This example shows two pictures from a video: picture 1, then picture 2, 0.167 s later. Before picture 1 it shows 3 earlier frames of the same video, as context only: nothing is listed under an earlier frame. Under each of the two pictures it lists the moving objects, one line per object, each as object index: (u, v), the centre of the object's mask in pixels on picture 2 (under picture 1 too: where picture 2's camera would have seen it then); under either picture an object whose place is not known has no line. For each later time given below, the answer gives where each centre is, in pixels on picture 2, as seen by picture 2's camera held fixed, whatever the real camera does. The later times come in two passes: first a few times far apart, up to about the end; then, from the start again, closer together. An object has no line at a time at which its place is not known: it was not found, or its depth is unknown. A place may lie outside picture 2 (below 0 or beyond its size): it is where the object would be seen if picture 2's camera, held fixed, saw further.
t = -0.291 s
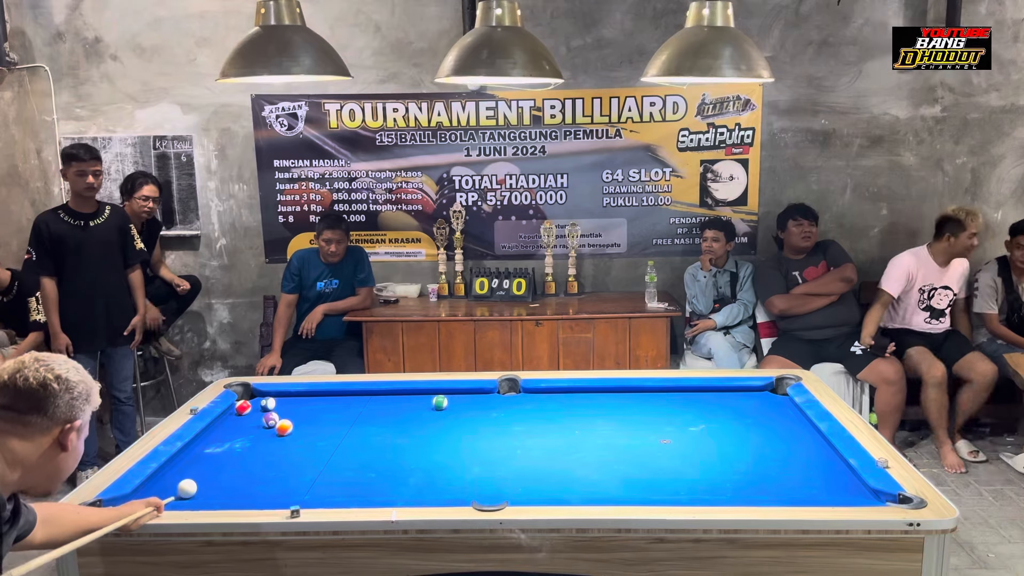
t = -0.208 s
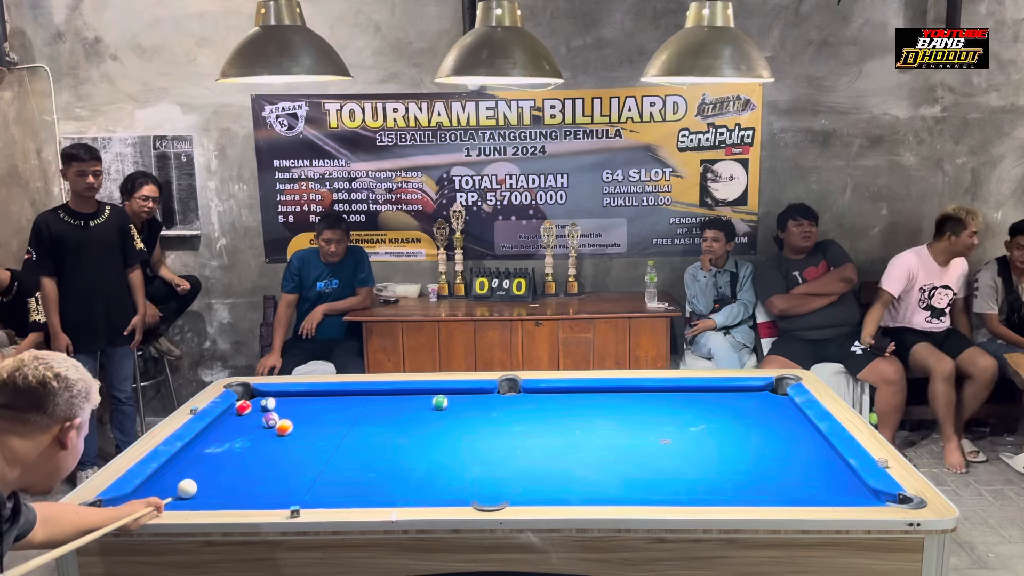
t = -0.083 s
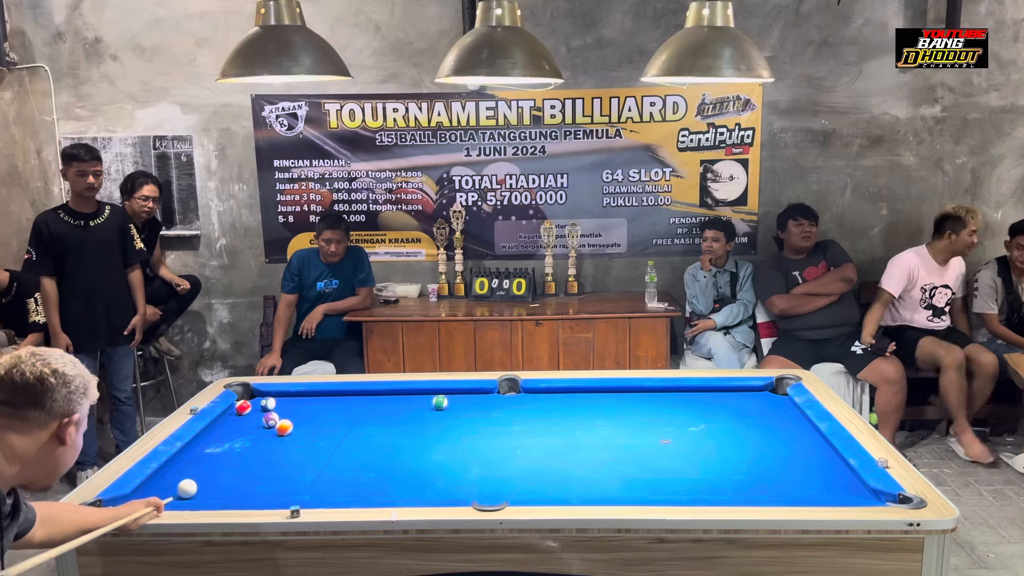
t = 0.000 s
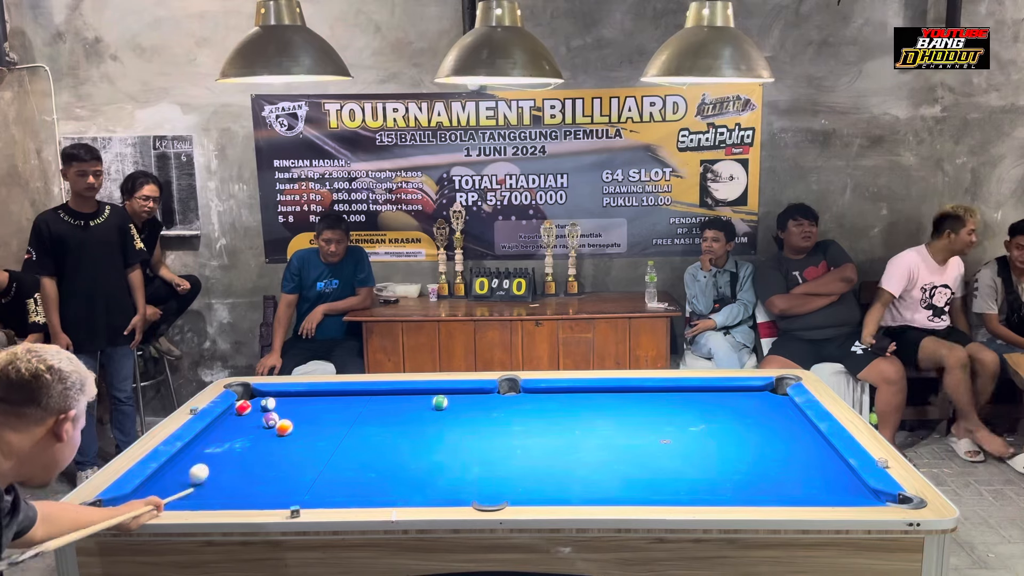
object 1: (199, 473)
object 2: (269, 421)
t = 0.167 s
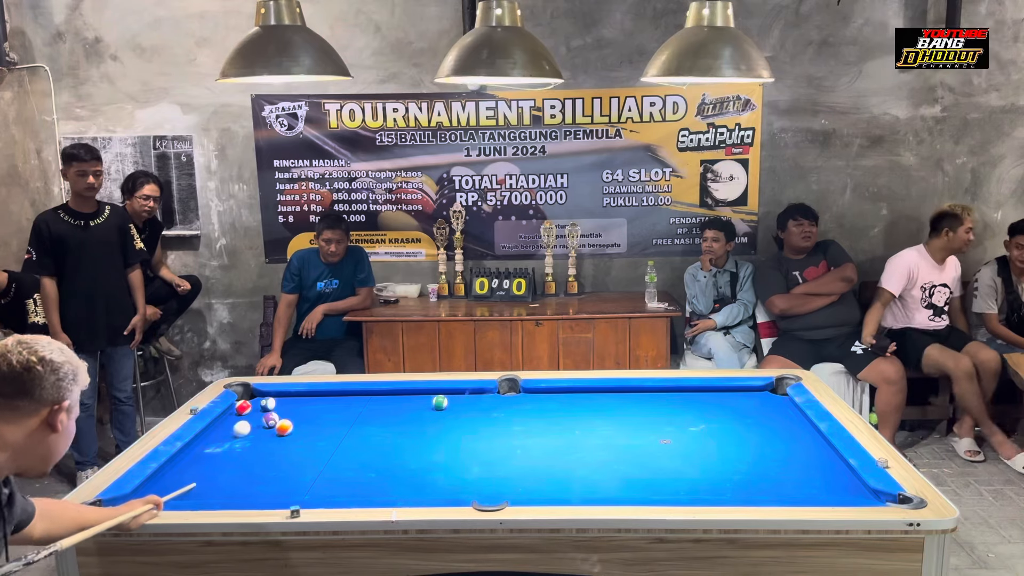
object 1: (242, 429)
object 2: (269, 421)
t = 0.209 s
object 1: (248, 421)
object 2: (268, 420)
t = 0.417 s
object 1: (253, 409)
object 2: (268, 421)
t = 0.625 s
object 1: (249, 410)
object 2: (267, 423)
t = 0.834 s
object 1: (245, 411)
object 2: (262, 437)
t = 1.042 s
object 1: (243, 411)
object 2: (252, 451)
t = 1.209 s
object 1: (243, 411)
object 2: (251, 462)
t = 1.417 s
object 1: (244, 411)
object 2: (242, 477)
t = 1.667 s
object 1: (244, 411)
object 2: (233, 493)
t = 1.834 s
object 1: (244, 411)
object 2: (237, 494)
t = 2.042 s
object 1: (244, 411)
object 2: (247, 488)
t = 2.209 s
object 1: (244, 411)
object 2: (256, 482)
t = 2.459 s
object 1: (244, 411)
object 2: (267, 474)
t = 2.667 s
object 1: (244, 411)
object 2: (275, 468)
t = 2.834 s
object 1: (244, 411)
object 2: (281, 464)
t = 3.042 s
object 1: (244, 411)
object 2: (288, 459)
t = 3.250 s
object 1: (244, 411)
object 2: (293, 455)
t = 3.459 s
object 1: (244, 411)
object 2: (298, 451)
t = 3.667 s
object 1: (244, 411)
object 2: (301, 448)
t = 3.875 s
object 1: (244, 411)
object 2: (304, 445)
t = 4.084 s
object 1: (244, 411)
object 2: (307, 443)
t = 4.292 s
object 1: (244, 411)
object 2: (309, 441)
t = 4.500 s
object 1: (244, 411)
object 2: (311, 440)
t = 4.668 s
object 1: (244, 411)
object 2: (312, 439)
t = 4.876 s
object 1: (244, 411)
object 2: (312, 439)
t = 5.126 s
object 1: (244, 411)
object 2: (312, 439)
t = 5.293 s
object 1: (244, 411)
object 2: (312, 439)
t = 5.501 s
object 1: (244, 411)
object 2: (312, 439)
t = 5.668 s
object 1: (244, 411)
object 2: (312, 439)
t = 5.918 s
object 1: (244, 411)
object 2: (312, 439)
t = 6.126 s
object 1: (244, 411)
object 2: (312, 439)
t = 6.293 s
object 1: (244, 411)
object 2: (312, 439)
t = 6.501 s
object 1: (244, 411)
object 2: (312, 439)
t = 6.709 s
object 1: (244, 411)
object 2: (312, 439)
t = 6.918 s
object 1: (244, 411)
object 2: (312, 439)
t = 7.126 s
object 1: (244, 411)
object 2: (312, 439)
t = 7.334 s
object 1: (244, 411)
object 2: (312, 439)
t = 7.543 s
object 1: (244, 411)
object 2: (312, 439)
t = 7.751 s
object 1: (244, 411)
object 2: (312, 439)
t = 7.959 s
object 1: (244, 411)
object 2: (312, 439)
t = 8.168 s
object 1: (244, 411)
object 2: (312, 439)
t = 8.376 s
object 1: (244, 411)
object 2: (312, 439)
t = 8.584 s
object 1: (244, 411)
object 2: (312, 439)
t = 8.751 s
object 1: (244, 411)
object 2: (312, 439)
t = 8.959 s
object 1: (244, 411)
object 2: (312, 439)
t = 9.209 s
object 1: (244, 411)
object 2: (312, 439)
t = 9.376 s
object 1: (244, 411)
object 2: (312, 439)
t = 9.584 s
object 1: (244, 411)
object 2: (312, 439)
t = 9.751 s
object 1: (244, 411)
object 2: (312, 439)
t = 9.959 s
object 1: (244, 411)
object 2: (312, 439)
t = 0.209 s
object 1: (248, 421)
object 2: (268, 420)
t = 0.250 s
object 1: (257, 412)
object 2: (269, 421)
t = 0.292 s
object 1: (259, 408)
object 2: (269, 421)
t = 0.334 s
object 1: (255, 409)
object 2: (269, 421)
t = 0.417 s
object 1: (253, 409)
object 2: (268, 421)
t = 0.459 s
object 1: (252, 409)
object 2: (269, 421)
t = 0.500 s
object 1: (251, 409)
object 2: (269, 421)
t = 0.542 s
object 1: (250, 409)
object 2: (268, 421)
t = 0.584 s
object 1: (250, 410)
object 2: (269, 421)
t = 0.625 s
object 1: (249, 410)
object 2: (267, 423)
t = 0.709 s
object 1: (247, 410)
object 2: (264, 429)
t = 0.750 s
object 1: (246, 410)
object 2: (261, 434)
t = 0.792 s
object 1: (246, 410)
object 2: (260, 434)
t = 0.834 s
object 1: (245, 411)
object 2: (262, 437)
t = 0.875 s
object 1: (245, 411)
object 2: (261, 439)
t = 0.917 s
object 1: (244, 411)
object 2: (259, 442)
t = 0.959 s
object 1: (244, 411)
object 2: (257, 445)
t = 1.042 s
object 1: (243, 411)
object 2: (252, 451)
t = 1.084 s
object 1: (243, 411)
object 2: (251, 453)
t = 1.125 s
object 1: (243, 411)
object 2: (253, 456)
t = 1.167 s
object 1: (243, 411)
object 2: (252, 460)
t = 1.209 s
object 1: (243, 411)
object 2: (251, 462)
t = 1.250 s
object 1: (243, 411)
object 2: (246, 466)
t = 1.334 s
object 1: (243, 411)
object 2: (245, 471)
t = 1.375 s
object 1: (243, 411)
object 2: (244, 473)
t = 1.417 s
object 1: (244, 411)
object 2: (242, 477)
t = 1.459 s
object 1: (244, 411)
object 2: (241, 479)
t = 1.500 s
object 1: (244, 411)
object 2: (240, 482)
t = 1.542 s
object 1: (244, 411)
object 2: (238, 486)
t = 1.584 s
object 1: (244, 411)
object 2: (236, 489)
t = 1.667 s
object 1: (244, 411)
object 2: (233, 493)
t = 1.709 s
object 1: (244, 411)
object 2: (233, 495)
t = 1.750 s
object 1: (244, 411)
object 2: (232, 495)
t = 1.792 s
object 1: (244, 411)
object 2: (234, 495)
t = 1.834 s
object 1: (244, 411)
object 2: (237, 494)
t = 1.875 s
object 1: (244, 411)
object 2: (239, 493)
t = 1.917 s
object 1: (244, 411)
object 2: (241, 491)
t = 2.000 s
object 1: (244, 411)
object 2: (245, 489)
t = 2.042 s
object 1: (244, 411)
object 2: (247, 488)
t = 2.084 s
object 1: (244, 411)
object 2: (249, 487)
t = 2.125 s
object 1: (244, 411)
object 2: (252, 485)
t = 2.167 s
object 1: (244, 411)
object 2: (254, 484)
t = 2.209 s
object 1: (244, 411)
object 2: (256, 482)
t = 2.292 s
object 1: (244, 411)
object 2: (260, 479)
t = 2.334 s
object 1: (244, 411)
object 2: (261, 478)
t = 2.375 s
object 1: (244, 411)
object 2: (263, 476)
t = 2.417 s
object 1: (244, 411)
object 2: (265, 475)
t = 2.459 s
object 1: (244, 411)
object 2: (267, 474)
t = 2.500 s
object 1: (244, 411)
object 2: (268, 473)
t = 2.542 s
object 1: (244, 411)
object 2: (270, 472)
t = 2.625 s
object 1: (244, 411)
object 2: (273, 469)
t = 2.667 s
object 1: (244, 411)
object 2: (275, 468)
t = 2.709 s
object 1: (244, 411)
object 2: (276, 467)
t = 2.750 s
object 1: (244, 411)
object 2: (278, 466)
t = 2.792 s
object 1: (244, 411)
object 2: (279, 464)
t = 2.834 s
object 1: (244, 411)
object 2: (281, 464)
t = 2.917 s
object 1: (244, 411)
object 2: (284, 462)
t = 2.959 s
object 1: (244, 411)
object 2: (285, 460)
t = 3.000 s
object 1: (244, 411)
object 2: (286, 460)
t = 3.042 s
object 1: (244, 411)
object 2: (288, 459)
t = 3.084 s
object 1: (244, 411)
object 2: (288, 458)
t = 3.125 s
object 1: (244, 411)
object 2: (290, 457)
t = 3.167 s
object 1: (244, 411)
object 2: (291, 457)
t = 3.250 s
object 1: (244, 411)
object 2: (293, 455)
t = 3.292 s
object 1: (244, 411)
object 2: (294, 454)
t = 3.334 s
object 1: (244, 411)
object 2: (295, 454)
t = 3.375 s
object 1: (244, 411)
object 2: (296, 453)
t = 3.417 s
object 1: (244, 411)
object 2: (297, 452)
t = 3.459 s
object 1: (244, 411)
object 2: (298, 451)
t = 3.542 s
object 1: (244, 411)
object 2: (299, 450)
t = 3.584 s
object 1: (244, 411)
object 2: (300, 450)
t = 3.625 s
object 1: (244, 411)
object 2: (301, 449)
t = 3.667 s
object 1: (244, 411)
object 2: (301, 448)
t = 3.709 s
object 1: (244, 411)
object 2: (302, 448)
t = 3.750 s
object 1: (244, 411)
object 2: (303, 447)
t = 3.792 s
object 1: (244, 411)
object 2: (303, 446)
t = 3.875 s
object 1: (244, 411)
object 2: (304, 445)
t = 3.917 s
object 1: (244, 411)
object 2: (305, 445)
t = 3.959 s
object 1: (244, 411)
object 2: (305, 444)
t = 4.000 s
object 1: (244, 411)
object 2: (306, 444)
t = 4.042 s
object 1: (244, 411)
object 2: (306, 444)
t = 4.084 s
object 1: (244, 411)
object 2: (307, 443)
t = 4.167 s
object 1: (244, 411)
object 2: (308, 442)
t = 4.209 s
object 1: (244, 411)
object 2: (308, 442)
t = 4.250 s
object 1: (244, 411)
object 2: (309, 441)
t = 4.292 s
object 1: (244, 411)
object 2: (309, 441)
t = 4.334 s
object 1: (244, 411)
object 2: (310, 441)
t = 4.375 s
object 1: (244, 411)
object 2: (310, 441)
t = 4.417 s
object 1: (244, 411)
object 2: (310, 441)
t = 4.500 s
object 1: (244, 411)
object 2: (311, 440)
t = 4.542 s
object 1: (244, 411)
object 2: (311, 440)
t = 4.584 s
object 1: (244, 411)
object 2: (311, 440)
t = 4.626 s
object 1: (244, 411)
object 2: (311, 440)
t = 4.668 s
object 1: (244, 411)
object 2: (312, 439)
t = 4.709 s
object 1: (244, 411)
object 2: (312, 439)
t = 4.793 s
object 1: (244, 411)
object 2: (312, 439)
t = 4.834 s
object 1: (244, 411)
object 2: (312, 439)
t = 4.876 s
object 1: (244, 411)
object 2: (312, 439)
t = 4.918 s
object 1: (244, 411)
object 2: (312, 439)
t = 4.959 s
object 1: (244, 411)
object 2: (312, 439)
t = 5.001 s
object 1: (244, 411)
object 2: (312, 439)
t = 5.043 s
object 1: (244, 411)
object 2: (312, 439)
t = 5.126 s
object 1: (244, 411)
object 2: (312, 439)
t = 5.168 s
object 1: (244, 411)
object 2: (312, 439)
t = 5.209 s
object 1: (244, 411)
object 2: (312, 439)
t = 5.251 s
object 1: (244, 411)
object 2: (312, 439)
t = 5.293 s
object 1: (244, 411)
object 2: (312, 439)
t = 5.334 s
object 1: (244, 411)
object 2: (312, 439)
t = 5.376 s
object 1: (244, 411)
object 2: (312, 439)
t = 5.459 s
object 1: (244, 411)
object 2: (312, 439)
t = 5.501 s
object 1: (244, 411)
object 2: (312, 439)
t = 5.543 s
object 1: (244, 411)
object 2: (312, 439)
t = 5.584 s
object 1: (244, 411)
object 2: (312, 439)
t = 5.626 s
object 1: (244, 411)
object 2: (312, 439)
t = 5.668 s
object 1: (244, 411)
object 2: (312, 439)
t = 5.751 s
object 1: (244, 411)
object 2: (312, 439)
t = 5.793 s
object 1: (244, 411)
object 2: (312, 439)
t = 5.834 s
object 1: (244, 411)
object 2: (312, 439)
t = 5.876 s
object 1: (244, 411)
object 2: (312, 439)
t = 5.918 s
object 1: (244, 411)
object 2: (312, 439)
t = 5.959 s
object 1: (244, 411)
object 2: (312, 439)
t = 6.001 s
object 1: (244, 411)
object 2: (312, 439)
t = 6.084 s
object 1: (244, 411)
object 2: (312, 439)
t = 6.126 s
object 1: (244, 411)
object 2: (312, 439)
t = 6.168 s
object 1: (244, 411)
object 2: (312, 439)
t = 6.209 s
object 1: (244, 411)
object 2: (312, 439)
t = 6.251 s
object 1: (244, 411)
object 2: (312, 439)
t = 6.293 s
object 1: (244, 411)
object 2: (312, 439)
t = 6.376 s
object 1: (244, 411)
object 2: (312, 439)
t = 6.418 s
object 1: (244, 411)
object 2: (312, 439)
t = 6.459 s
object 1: (244, 411)
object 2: (312, 439)
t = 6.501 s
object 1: (244, 411)
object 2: (312, 439)
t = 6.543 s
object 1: (244, 411)
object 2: (312, 439)
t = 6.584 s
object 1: (244, 411)
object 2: (312, 439)
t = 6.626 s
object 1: (244, 411)
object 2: (312, 439)
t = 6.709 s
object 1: (244, 411)
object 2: (312, 439)
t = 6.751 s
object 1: (244, 411)
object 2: (312, 439)
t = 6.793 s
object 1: (244, 411)
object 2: (312, 439)
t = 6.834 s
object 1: (244, 411)
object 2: (312, 439)
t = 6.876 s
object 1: (244, 411)
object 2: (312, 439)
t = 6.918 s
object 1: (244, 411)
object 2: (312, 439)
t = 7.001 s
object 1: (244, 411)
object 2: (312, 439)
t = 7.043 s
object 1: (244, 411)
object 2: (312, 439)
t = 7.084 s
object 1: (244, 411)
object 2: (312, 439)
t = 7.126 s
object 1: (244, 411)
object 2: (312, 439)
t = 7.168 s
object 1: (244, 411)
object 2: (312, 439)
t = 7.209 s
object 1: (244, 411)
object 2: (312, 439)
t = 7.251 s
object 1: (244, 411)
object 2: (312, 439)
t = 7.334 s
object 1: (244, 411)
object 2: (312, 439)
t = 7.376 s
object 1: (244, 411)
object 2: (312, 439)
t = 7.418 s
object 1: (244, 411)
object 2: (312, 439)
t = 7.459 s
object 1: (244, 411)
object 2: (312, 439)
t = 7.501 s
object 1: (244, 411)
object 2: (312, 439)
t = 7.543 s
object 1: (244, 411)
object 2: (312, 439)
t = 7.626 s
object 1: (244, 411)
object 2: (312, 439)
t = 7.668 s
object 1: (244, 411)
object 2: (312, 439)
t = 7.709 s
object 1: (244, 411)
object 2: (312, 439)
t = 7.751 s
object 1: (244, 411)
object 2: (312, 439)
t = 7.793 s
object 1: (244, 411)
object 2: (312, 439)
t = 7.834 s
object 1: (244, 411)
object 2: (312, 439)
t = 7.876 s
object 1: (244, 411)
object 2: (312, 439)
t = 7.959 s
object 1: (244, 411)
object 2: (312, 439)
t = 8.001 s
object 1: (244, 411)
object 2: (312, 439)
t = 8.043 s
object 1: (244, 411)
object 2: (312, 439)
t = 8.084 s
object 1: (244, 411)
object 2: (312, 439)
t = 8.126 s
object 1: (244, 411)
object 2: (312, 439)
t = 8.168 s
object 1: (244, 411)
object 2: (312, 439)
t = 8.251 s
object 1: (244, 411)
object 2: (312, 439)
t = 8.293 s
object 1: (244, 411)
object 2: (312, 439)
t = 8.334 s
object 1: (244, 411)
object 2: (312, 439)
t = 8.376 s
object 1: (244, 411)
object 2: (312, 439)
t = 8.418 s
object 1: (244, 411)
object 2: (312, 439)
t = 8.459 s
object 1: (244, 411)
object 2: (312, 439)
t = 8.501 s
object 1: (244, 411)
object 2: (312, 439)
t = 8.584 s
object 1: (244, 411)
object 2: (312, 439)
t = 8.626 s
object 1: (244, 411)
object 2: (312, 439)
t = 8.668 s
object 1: (244, 411)
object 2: (312, 439)
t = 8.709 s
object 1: (244, 411)
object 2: (312, 439)
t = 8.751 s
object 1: (244, 411)
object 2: (312, 439)
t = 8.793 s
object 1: (244, 411)
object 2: (312, 439)
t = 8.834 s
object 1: (244, 411)
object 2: (312, 439)
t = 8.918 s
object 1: (244, 411)
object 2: (312, 439)
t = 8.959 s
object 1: (244, 411)
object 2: (312, 439)
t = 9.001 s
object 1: (244, 411)
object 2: (312, 439)
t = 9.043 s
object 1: (244, 411)
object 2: (312, 439)
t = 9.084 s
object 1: (244, 411)
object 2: (312, 439)
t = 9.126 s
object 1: (244, 411)
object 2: (312, 439)
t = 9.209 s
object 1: (244, 411)
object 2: (312, 439)
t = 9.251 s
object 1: (244, 411)
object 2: (312, 439)
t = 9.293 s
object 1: (244, 411)
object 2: (312, 439)
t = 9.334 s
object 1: (244, 411)
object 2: (312, 439)
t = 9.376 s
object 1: (244, 411)
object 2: (312, 439)
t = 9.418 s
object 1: (244, 411)
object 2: (312, 439)
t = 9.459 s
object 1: (244, 411)
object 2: (312, 439)
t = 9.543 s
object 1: (244, 411)
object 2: (312, 439)
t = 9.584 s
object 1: (244, 411)
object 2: (312, 439)
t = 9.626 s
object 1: (244, 411)
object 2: (312, 439)
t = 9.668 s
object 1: (244, 411)
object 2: (312, 439)
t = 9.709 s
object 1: (244, 411)
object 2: (312, 439)
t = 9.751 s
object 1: (244, 411)
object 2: (312, 439)
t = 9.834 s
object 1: (244, 411)
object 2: (312, 439)
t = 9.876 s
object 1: (244, 411)
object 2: (312, 439)
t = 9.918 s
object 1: (244, 411)
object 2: (312, 439)
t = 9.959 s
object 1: (244, 411)
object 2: (312, 439)
